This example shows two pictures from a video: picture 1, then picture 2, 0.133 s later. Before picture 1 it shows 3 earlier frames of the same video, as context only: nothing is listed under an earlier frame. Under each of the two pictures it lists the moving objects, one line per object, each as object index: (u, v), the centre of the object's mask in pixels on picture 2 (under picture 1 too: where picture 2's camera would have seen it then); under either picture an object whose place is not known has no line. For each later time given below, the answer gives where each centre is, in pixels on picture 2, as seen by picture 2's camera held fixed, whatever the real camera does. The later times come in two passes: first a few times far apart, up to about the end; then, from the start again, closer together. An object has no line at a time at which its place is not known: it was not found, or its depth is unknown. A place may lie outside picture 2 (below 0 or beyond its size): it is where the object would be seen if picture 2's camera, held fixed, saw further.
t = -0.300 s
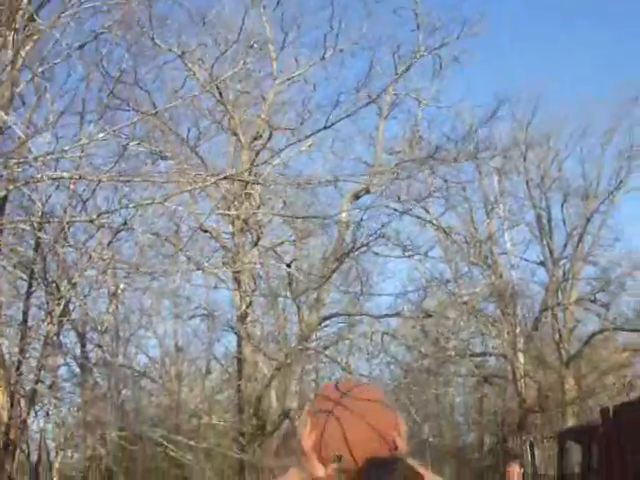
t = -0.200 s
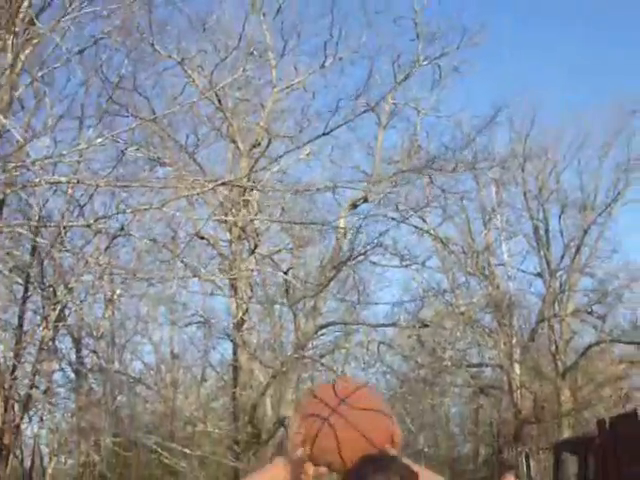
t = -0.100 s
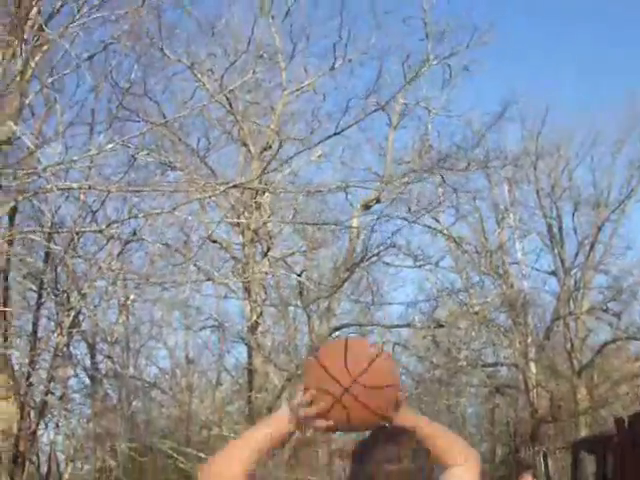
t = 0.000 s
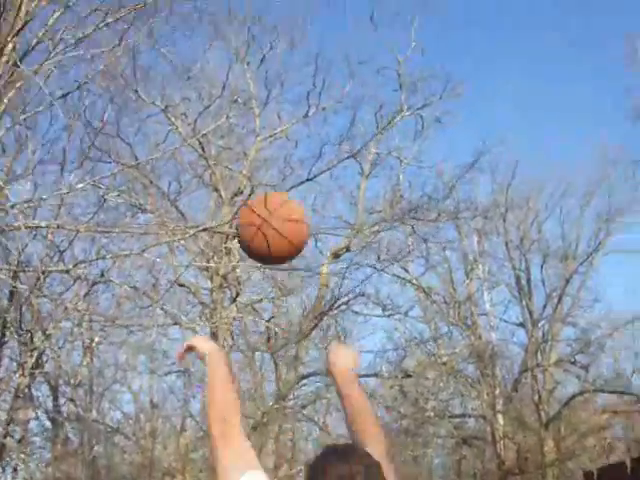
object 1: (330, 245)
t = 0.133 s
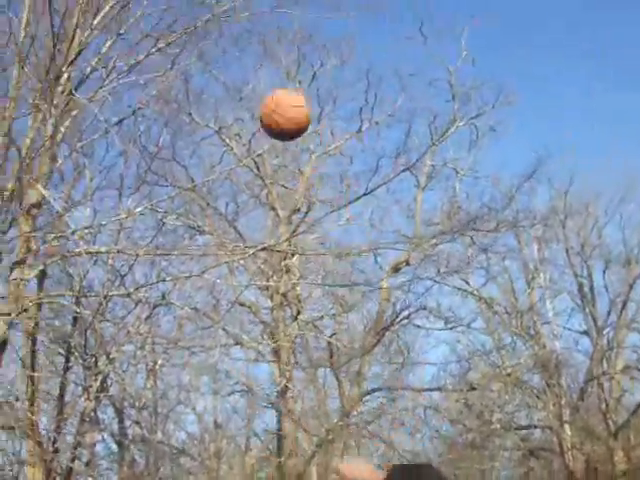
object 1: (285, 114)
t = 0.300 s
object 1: (254, 66)
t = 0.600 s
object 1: (227, 86)
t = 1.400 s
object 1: (176, 398)
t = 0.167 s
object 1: (277, 99)
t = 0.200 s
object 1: (271, 86)
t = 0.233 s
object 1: (264, 77)
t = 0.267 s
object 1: (259, 70)
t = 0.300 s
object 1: (254, 66)
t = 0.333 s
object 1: (249, 63)
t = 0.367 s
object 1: (245, 62)
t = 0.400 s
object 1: (240, 63)
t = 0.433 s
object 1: (236, 64)
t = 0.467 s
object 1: (233, 66)
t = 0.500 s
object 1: (231, 69)
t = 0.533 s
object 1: (230, 74)
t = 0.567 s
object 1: (229, 79)
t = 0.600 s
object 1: (227, 86)
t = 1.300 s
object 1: (185, 343)
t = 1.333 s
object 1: (182, 359)
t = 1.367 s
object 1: (179, 378)
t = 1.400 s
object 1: (176, 398)
